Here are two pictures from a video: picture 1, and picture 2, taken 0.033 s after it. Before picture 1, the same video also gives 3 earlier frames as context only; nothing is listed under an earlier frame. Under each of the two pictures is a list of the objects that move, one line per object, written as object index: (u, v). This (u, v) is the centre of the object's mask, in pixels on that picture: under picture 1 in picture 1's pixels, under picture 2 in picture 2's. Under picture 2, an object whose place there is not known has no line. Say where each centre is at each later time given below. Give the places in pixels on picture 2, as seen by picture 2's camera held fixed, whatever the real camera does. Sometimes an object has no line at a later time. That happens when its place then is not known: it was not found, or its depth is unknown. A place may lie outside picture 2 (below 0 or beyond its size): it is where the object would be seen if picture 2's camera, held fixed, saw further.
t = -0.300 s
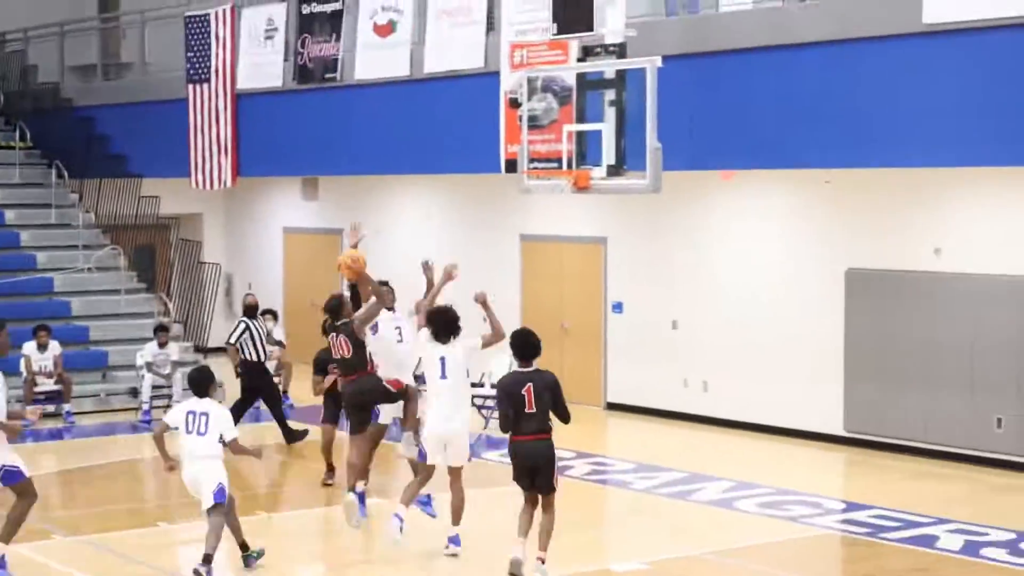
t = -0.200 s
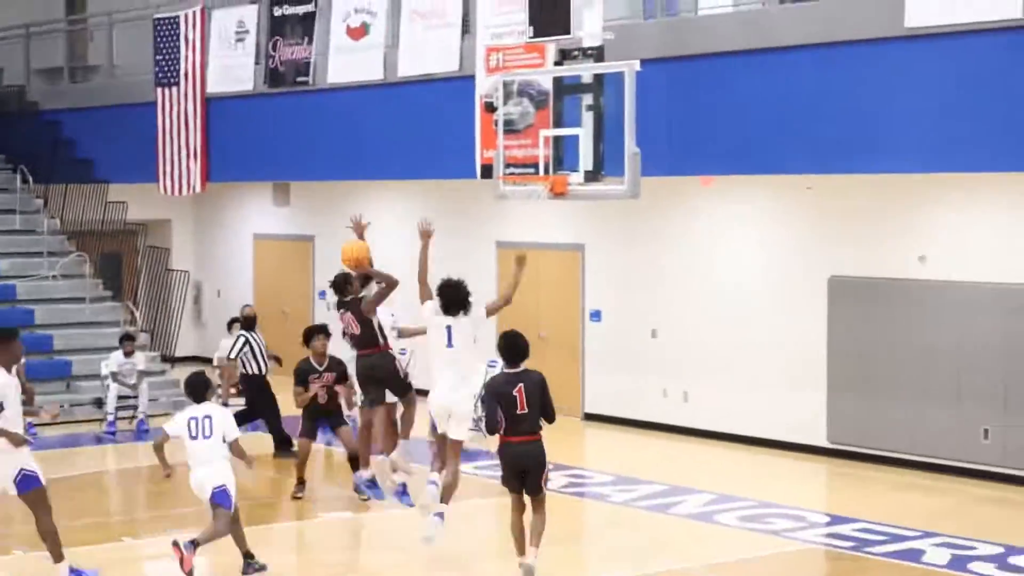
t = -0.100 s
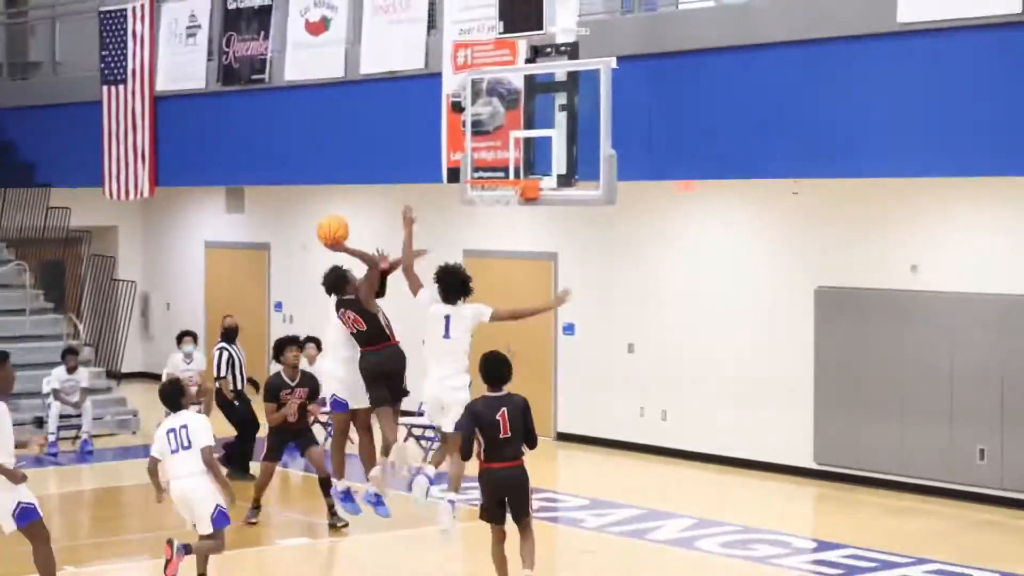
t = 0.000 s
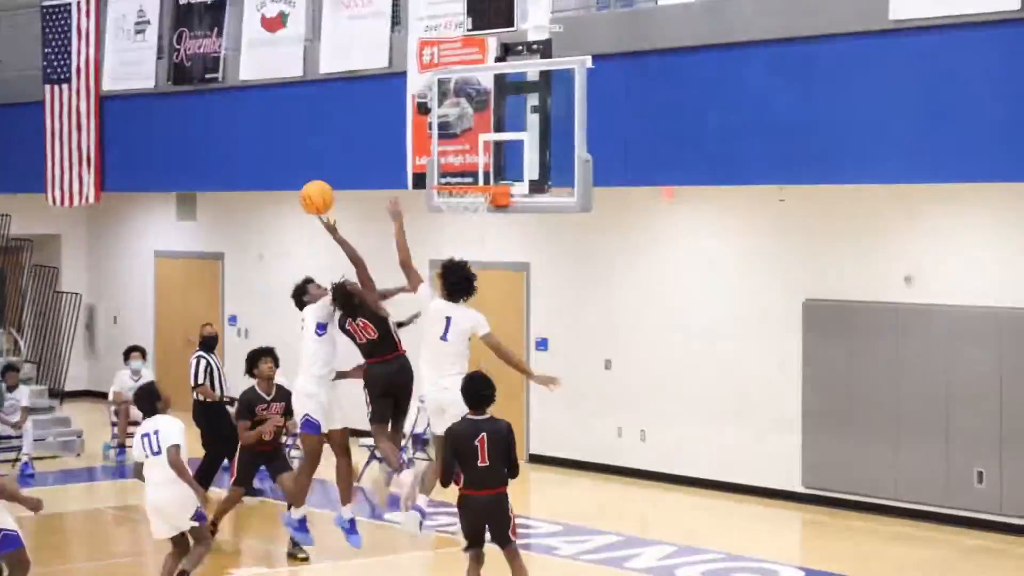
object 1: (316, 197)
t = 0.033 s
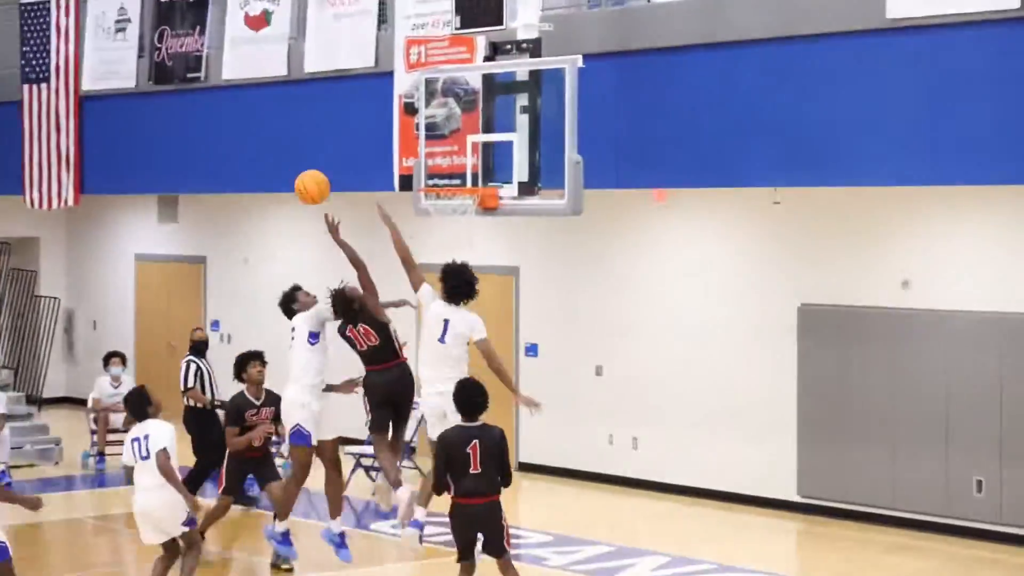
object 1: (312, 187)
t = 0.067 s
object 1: (323, 177)
